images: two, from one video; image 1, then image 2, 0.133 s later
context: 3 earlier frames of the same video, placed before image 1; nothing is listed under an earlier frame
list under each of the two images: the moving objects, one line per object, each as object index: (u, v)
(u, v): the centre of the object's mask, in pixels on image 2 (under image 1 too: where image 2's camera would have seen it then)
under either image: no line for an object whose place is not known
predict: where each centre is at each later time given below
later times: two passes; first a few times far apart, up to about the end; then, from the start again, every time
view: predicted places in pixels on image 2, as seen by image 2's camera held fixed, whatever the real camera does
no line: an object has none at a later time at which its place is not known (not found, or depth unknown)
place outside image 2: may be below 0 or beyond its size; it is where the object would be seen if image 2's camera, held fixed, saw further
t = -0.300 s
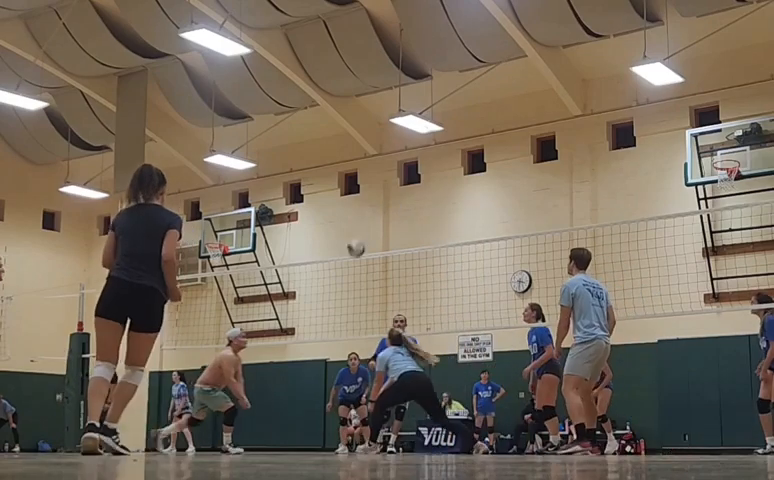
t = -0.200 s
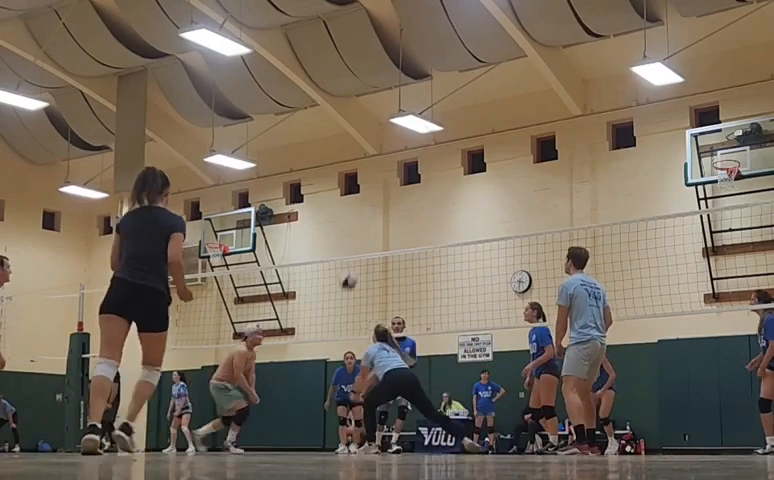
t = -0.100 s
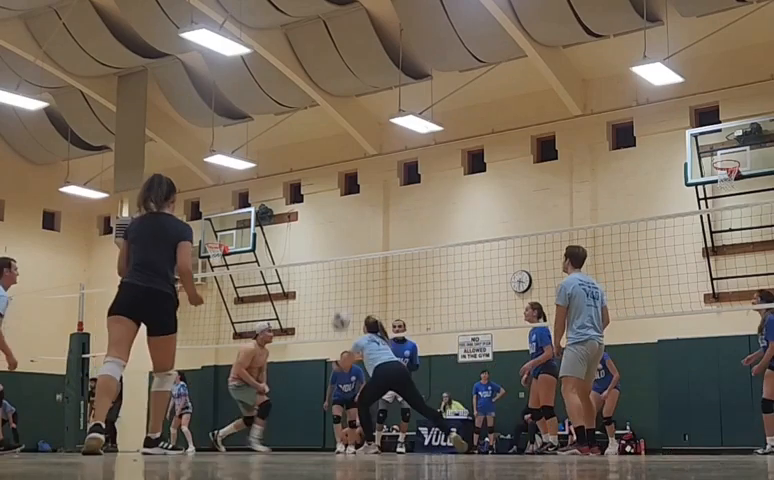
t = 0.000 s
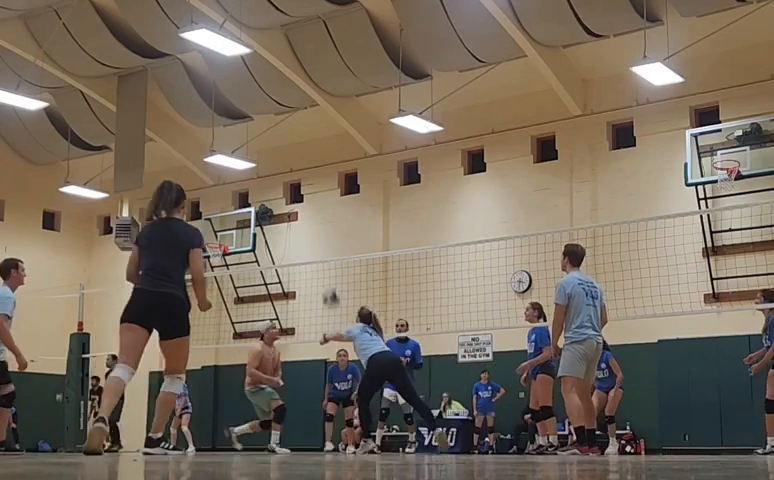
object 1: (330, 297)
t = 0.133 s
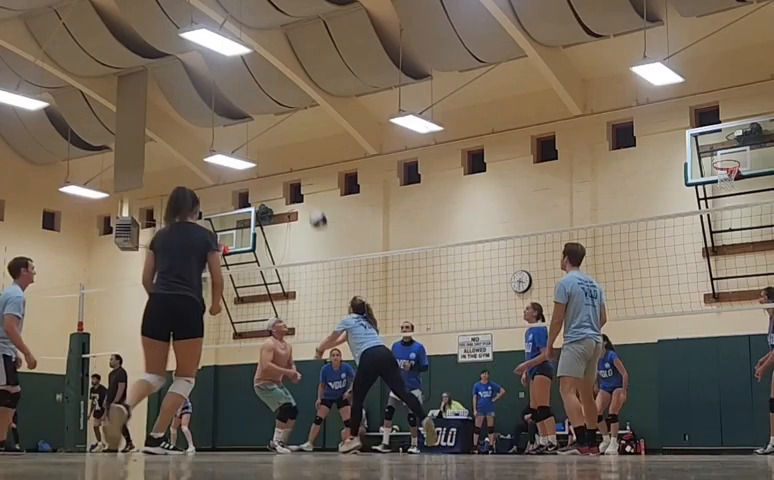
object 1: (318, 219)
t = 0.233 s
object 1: (309, 172)
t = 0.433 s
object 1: (291, 106)
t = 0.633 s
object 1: (273, 78)
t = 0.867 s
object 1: (253, 86)
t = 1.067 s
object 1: (233, 127)
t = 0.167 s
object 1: (315, 202)
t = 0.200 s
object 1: (312, 187)
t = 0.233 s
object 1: (309, 172)
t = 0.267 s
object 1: (306, 159)
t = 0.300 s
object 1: (302, 147)
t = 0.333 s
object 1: (300, 136)
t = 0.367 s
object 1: (297, 126)
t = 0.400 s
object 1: (294, 117)
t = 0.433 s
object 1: (291, 106)
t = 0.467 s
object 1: (288, 102)
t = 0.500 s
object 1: (286, 95)
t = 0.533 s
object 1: (282, 89)
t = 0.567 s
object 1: (279, 84)
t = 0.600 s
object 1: (276, 81)
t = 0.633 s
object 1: (273, 78)
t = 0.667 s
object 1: (270, 77)
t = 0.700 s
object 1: (267, 76)
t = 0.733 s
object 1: (264, 76)
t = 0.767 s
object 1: (261, 77)
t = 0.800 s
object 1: (258, 79)
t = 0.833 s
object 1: (256, 82)
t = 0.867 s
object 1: (253, 86)
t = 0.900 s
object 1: (249, 90)
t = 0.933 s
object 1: (246, 96)
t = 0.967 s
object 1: (243, 102)
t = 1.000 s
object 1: (239, 110)
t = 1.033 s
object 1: (236, 118)
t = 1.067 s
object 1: (233, 127)
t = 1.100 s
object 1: (231, 136)
